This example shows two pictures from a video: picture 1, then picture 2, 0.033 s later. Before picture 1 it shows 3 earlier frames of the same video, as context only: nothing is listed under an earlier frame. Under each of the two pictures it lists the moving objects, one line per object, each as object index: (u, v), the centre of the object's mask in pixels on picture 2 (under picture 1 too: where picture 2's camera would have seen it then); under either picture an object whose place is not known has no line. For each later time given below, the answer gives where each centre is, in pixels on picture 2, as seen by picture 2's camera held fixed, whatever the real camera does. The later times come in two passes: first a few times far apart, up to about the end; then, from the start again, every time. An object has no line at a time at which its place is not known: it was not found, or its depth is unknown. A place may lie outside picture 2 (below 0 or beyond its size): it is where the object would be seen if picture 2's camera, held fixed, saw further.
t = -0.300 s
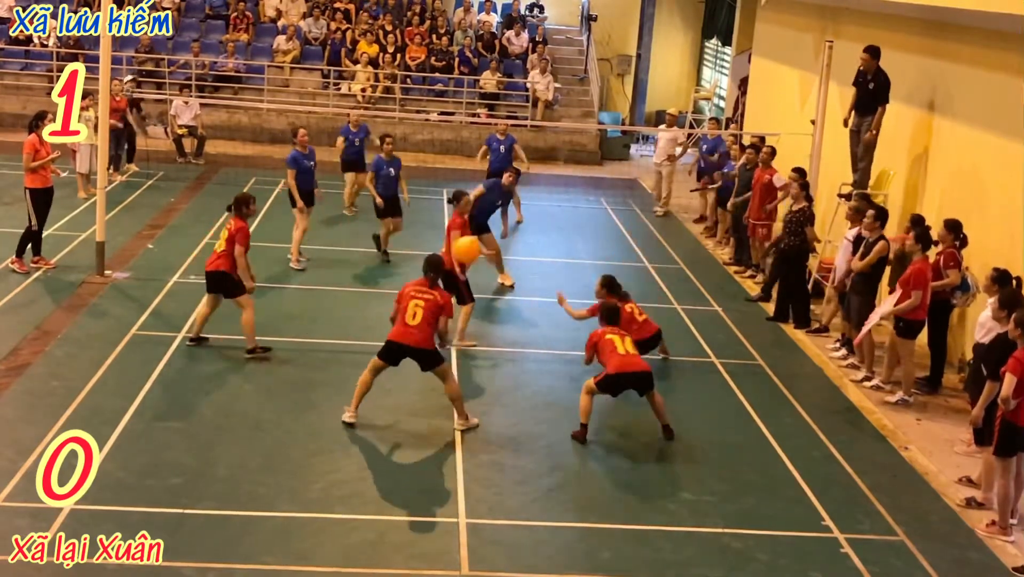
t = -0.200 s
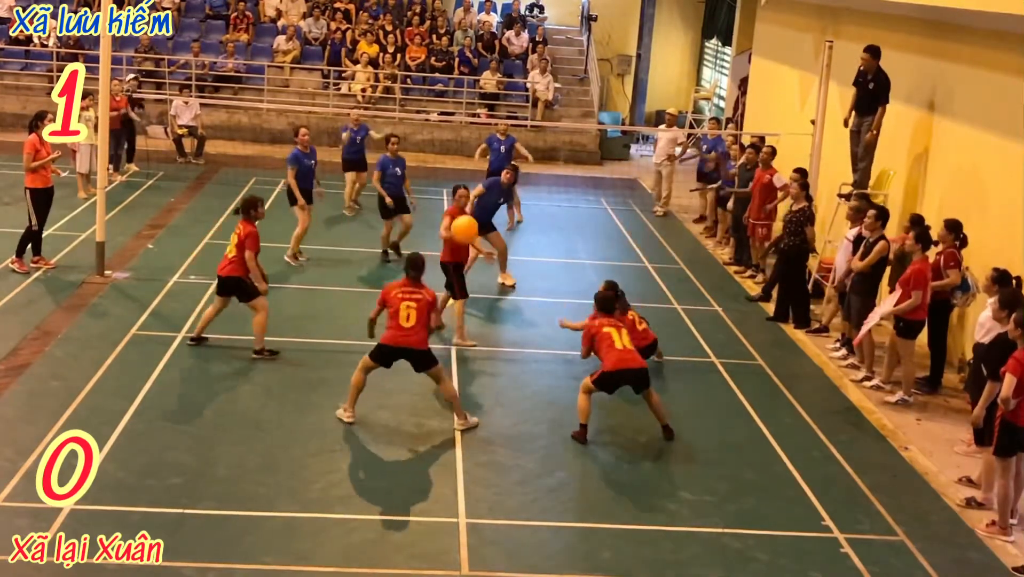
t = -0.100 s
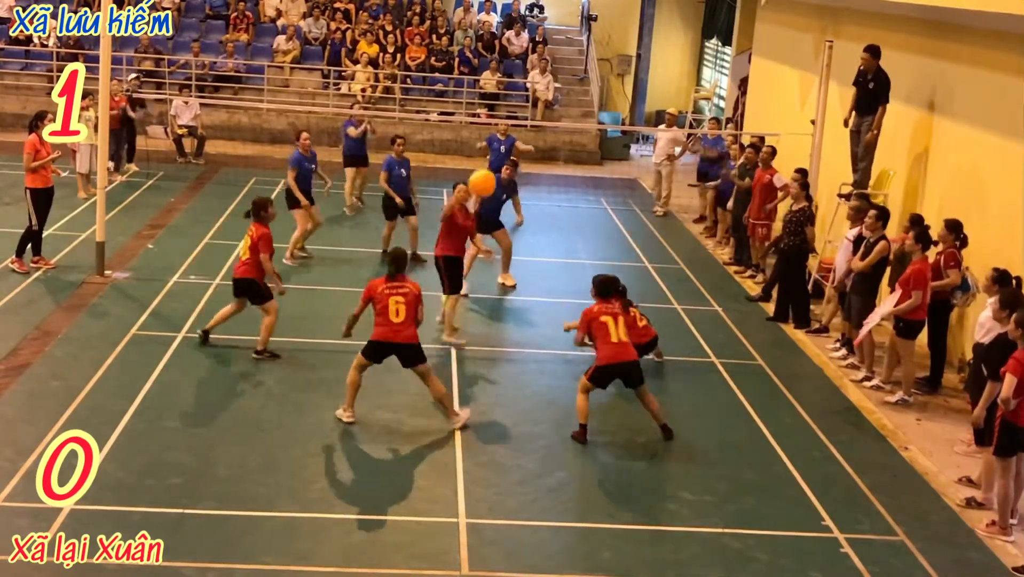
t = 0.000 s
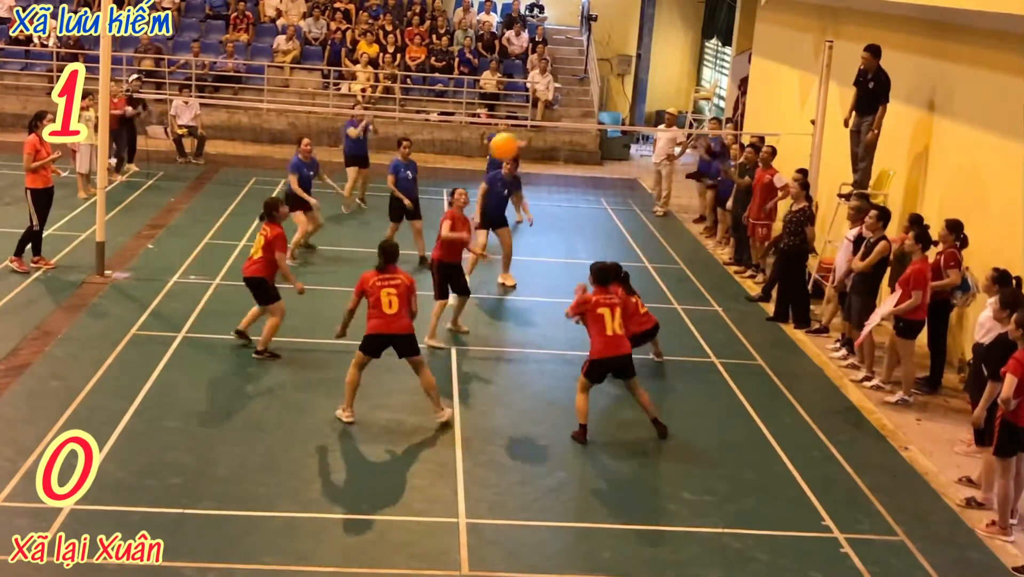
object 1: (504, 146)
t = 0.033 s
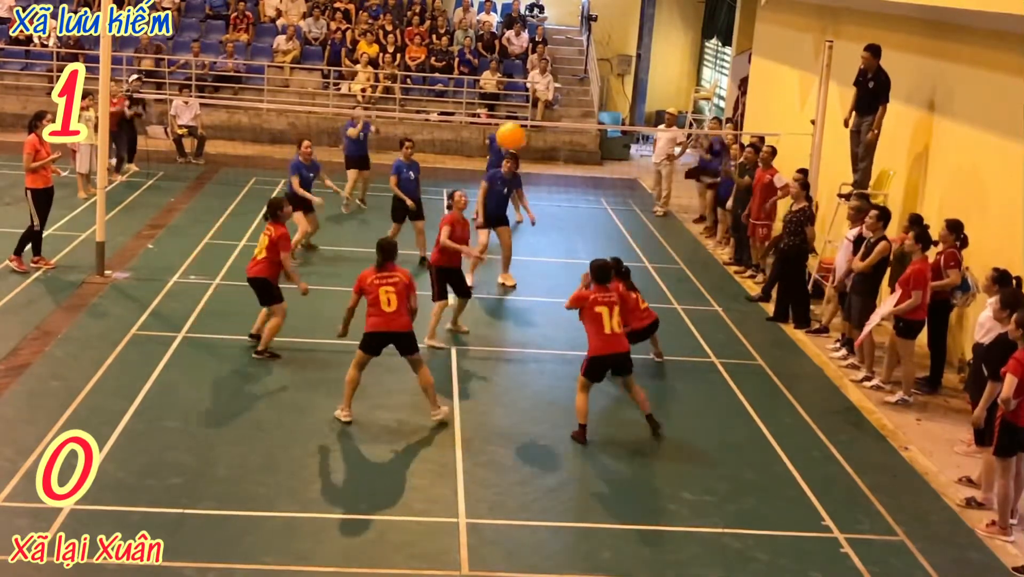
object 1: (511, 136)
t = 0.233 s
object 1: (547, 99)
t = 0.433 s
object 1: (578, 103)
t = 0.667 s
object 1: (608, 153)
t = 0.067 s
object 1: (516, 128)
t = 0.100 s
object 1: (523, 120)
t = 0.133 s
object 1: (529, 113)
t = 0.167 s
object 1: (535, 108)
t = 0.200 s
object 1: (541, 104)
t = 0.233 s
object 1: (547, 99)
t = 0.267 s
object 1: (552, 97)
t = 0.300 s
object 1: (558, 97)
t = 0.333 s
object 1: (563, 97)
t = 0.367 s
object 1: (568, 98)
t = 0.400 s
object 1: (573, 99)
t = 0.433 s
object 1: (578, 103)
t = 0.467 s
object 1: (582, 107)
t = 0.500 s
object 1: (586, 112)
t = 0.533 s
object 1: (591, 119)
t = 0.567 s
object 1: (596, 125)
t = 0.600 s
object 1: (601, 134)
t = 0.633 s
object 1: (604, 143)
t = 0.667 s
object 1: (608, 153)
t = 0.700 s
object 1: (611, 164)
